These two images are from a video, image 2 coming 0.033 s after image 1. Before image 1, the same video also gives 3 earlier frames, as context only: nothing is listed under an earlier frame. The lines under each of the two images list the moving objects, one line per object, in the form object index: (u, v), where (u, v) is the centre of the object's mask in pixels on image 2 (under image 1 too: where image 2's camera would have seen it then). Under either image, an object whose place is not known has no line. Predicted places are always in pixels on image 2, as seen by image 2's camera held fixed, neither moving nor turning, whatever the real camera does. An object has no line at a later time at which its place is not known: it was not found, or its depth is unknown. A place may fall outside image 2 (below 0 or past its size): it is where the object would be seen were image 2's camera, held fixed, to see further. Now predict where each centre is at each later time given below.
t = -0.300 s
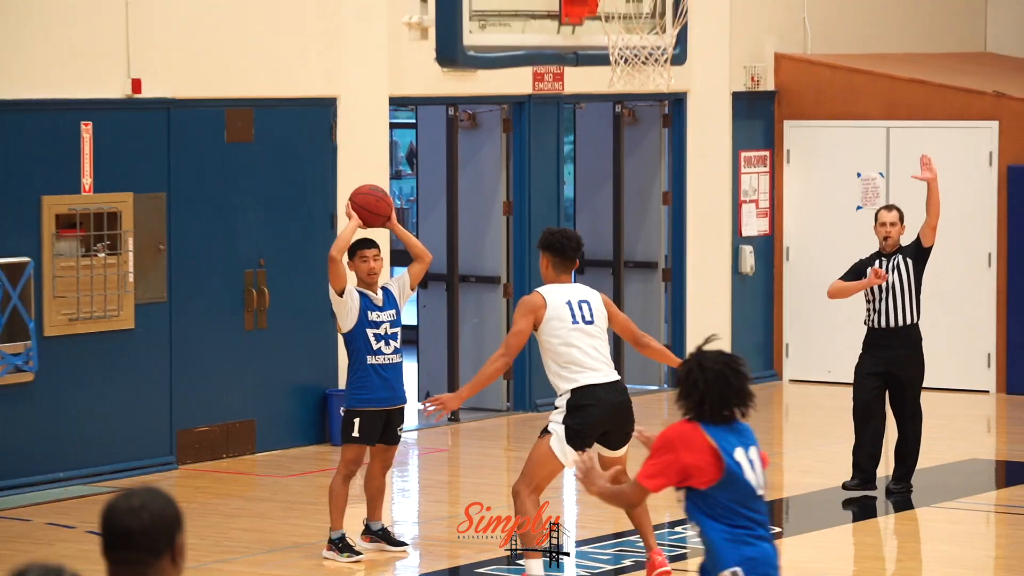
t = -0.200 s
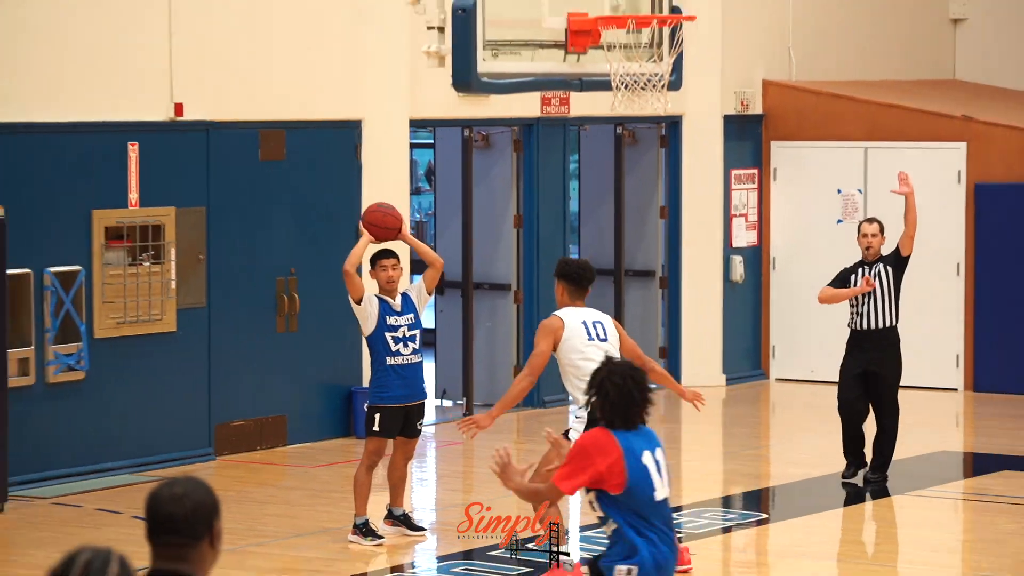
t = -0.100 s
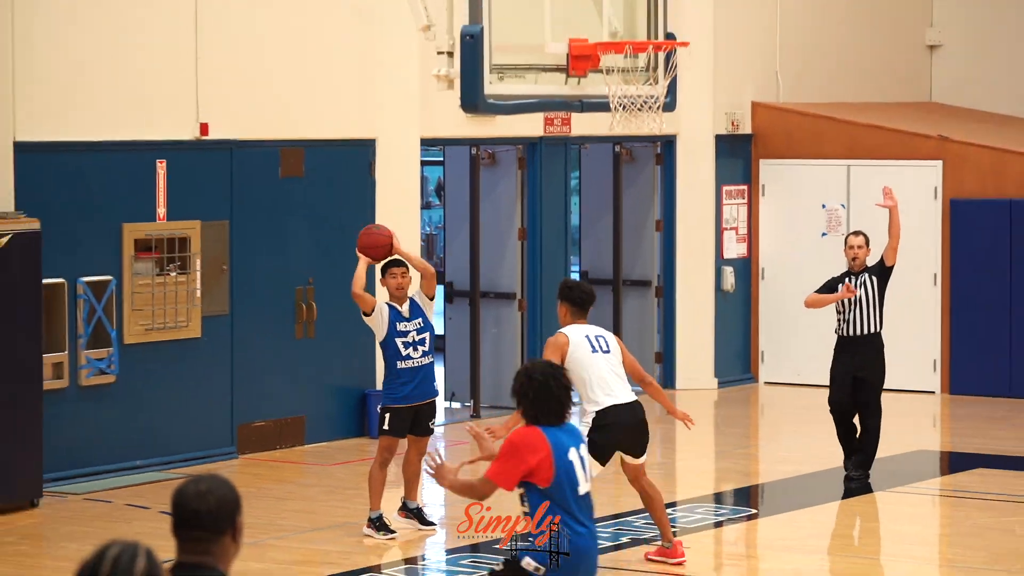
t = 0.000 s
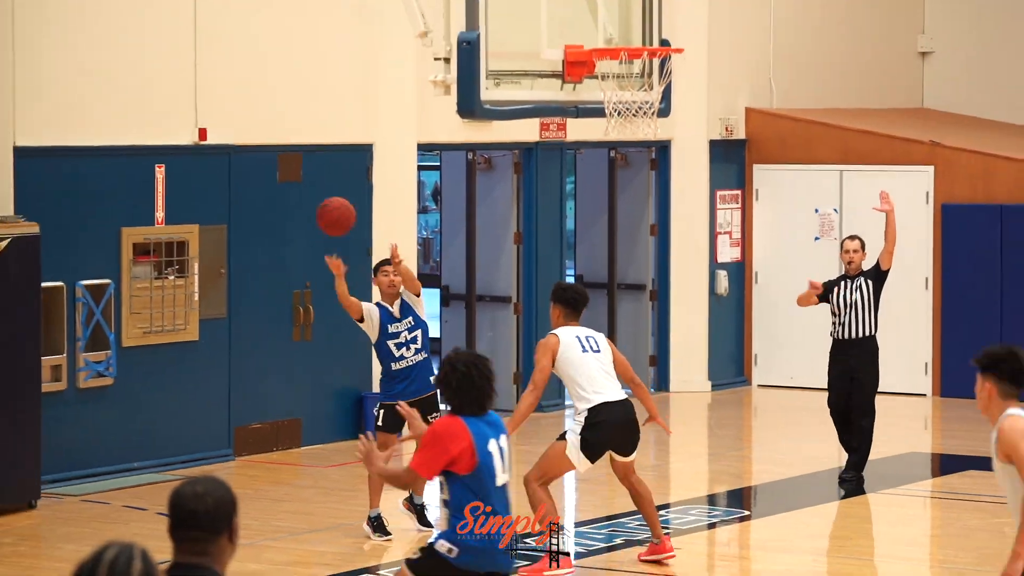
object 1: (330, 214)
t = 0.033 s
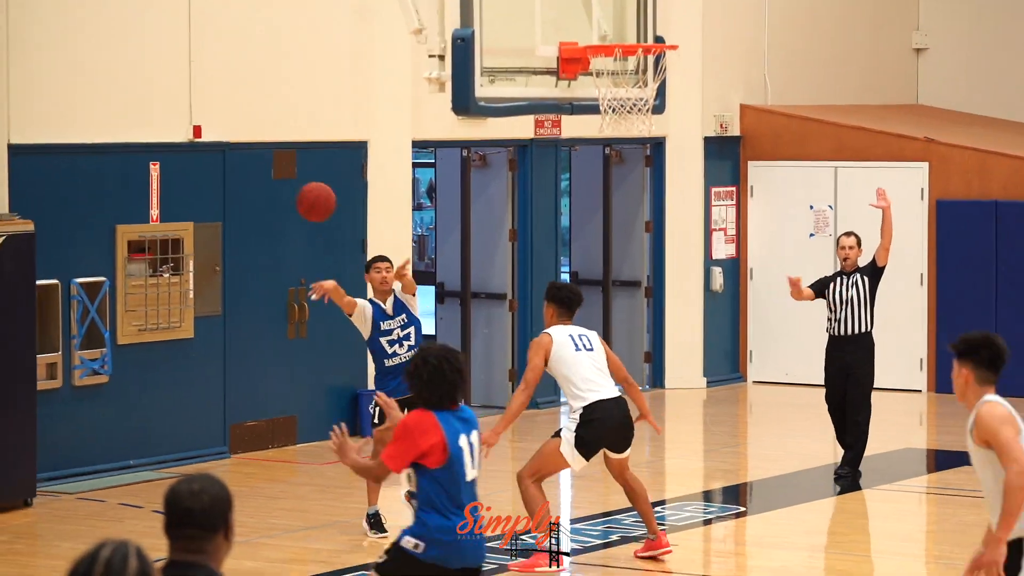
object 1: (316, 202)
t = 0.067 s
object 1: (301, 192)
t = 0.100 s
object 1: (286, 183)
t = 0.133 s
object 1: (269, 176)
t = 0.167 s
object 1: (253, 170)
